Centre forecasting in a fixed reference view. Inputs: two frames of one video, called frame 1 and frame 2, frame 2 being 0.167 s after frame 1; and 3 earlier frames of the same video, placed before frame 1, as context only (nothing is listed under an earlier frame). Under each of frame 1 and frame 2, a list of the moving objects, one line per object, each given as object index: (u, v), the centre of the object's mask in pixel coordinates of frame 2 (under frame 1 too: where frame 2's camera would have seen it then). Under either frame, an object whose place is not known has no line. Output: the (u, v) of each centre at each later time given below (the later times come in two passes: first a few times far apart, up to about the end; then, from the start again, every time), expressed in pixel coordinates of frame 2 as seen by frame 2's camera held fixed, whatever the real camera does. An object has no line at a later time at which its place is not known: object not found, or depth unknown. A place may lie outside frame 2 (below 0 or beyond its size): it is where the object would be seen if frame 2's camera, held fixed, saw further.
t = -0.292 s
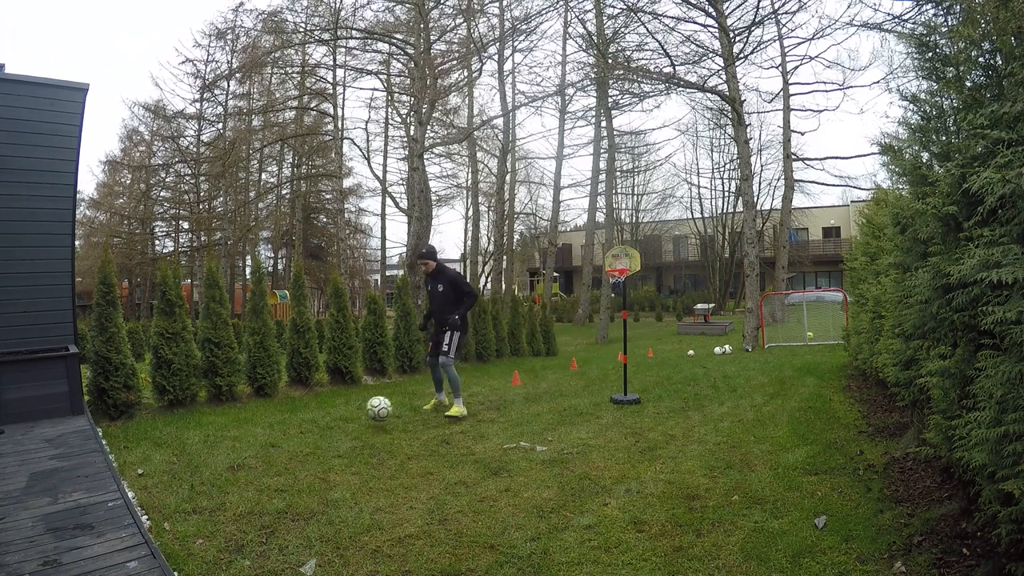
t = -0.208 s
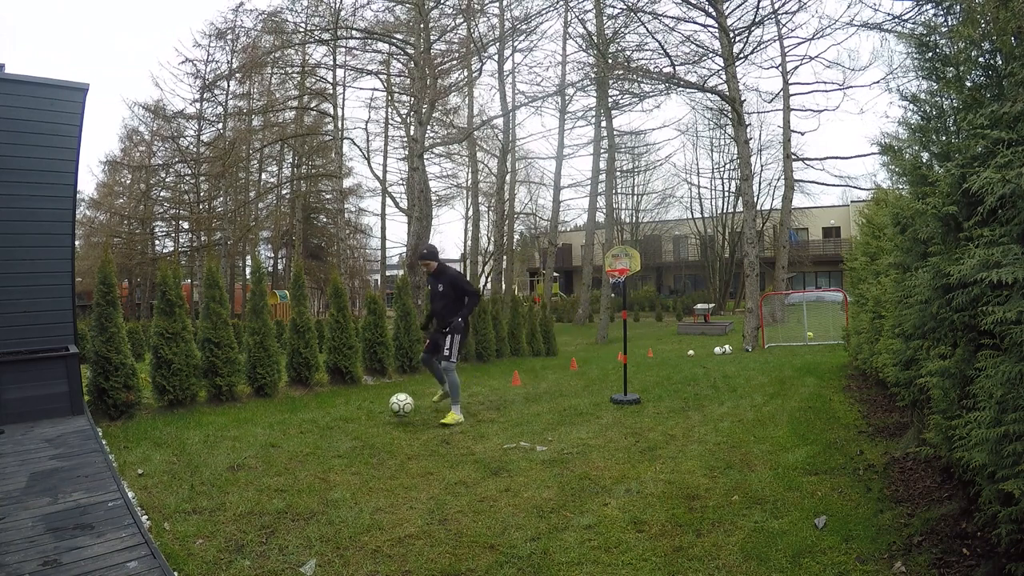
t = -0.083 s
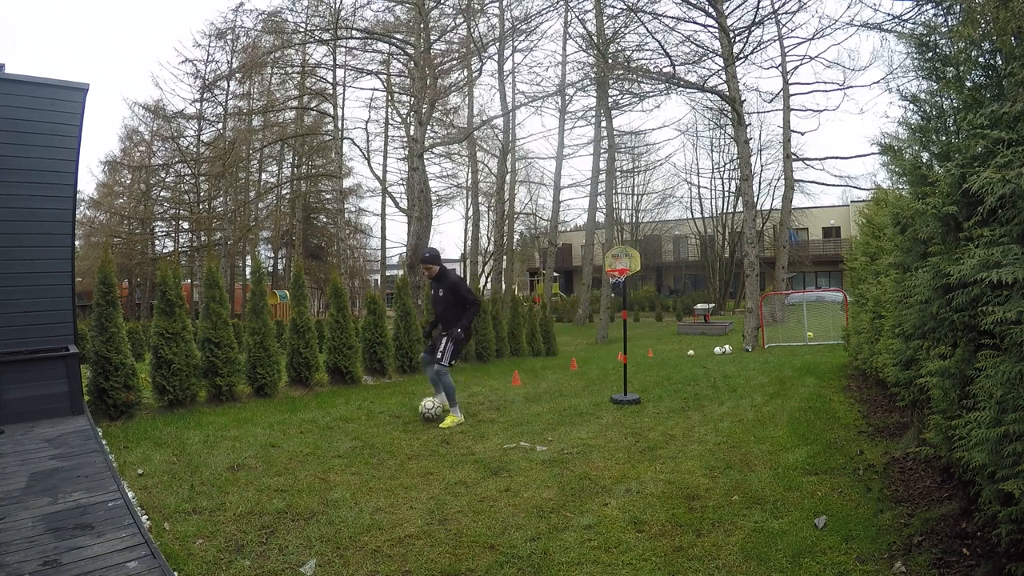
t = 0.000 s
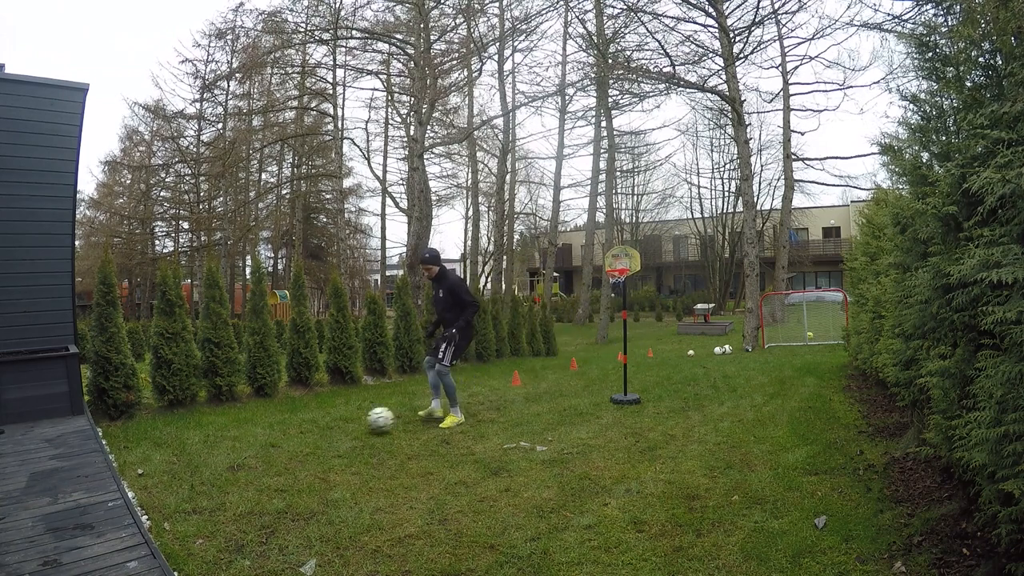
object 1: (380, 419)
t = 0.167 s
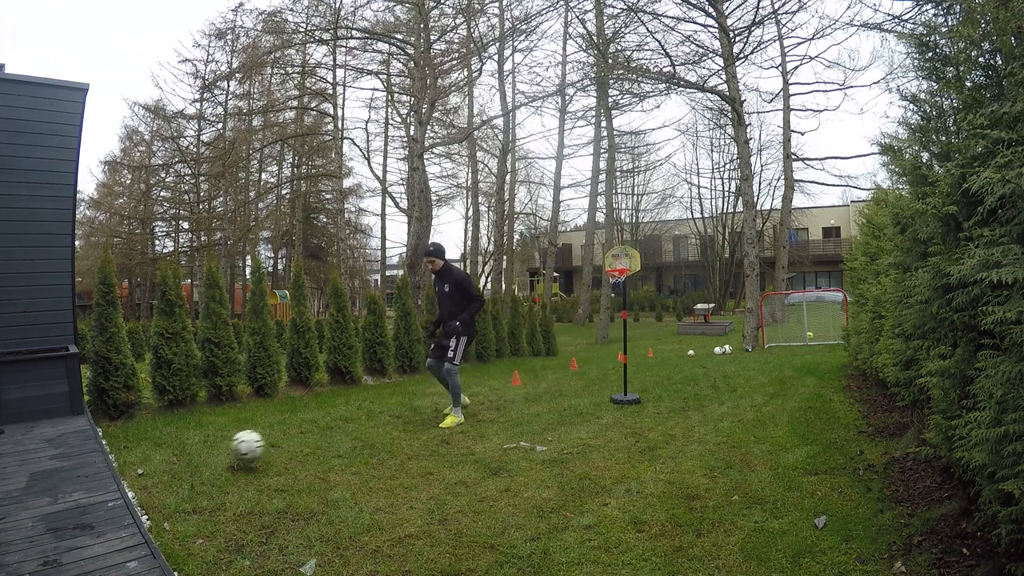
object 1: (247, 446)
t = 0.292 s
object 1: (136, 483)
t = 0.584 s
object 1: (291, 450)
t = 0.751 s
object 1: (353, 437)
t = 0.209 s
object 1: (208, 454)
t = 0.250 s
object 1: (168, 468)
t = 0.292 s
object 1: (136, 483)
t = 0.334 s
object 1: (166, 481)
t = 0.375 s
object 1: (190, 475)
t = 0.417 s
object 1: (214, 467)
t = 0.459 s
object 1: (236, 464)
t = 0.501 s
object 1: (256, 458)
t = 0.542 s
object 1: (273, 453)
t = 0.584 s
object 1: (291, 450)
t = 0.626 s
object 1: (307, 448)
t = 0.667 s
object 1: (323, 443)
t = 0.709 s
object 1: (338, 441)
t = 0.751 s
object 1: (353, 437)
